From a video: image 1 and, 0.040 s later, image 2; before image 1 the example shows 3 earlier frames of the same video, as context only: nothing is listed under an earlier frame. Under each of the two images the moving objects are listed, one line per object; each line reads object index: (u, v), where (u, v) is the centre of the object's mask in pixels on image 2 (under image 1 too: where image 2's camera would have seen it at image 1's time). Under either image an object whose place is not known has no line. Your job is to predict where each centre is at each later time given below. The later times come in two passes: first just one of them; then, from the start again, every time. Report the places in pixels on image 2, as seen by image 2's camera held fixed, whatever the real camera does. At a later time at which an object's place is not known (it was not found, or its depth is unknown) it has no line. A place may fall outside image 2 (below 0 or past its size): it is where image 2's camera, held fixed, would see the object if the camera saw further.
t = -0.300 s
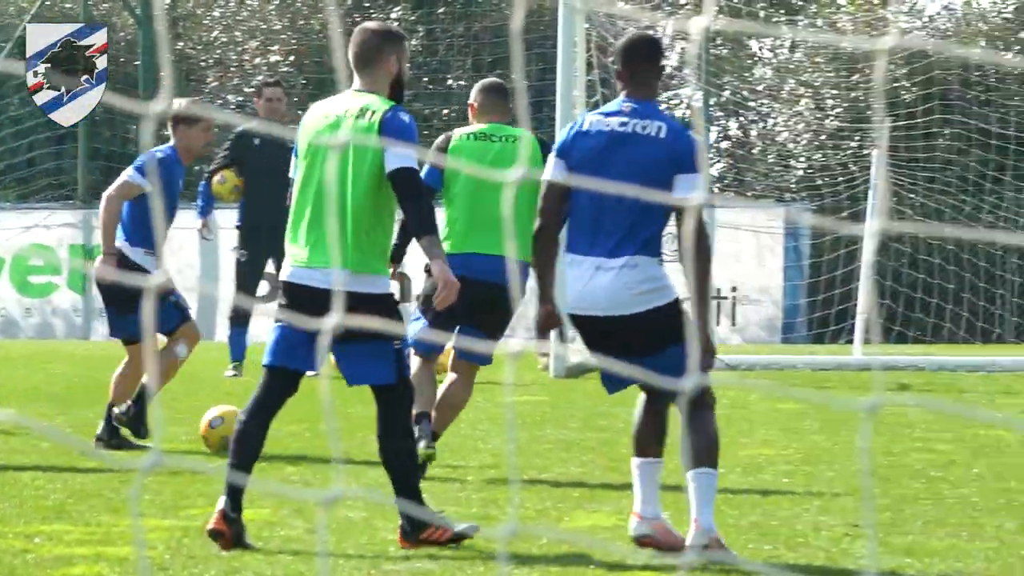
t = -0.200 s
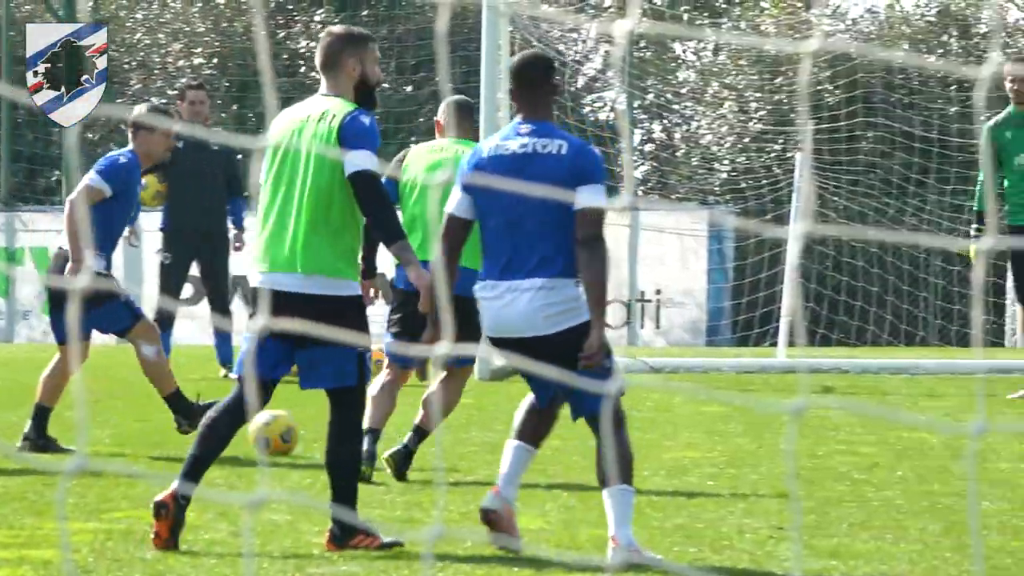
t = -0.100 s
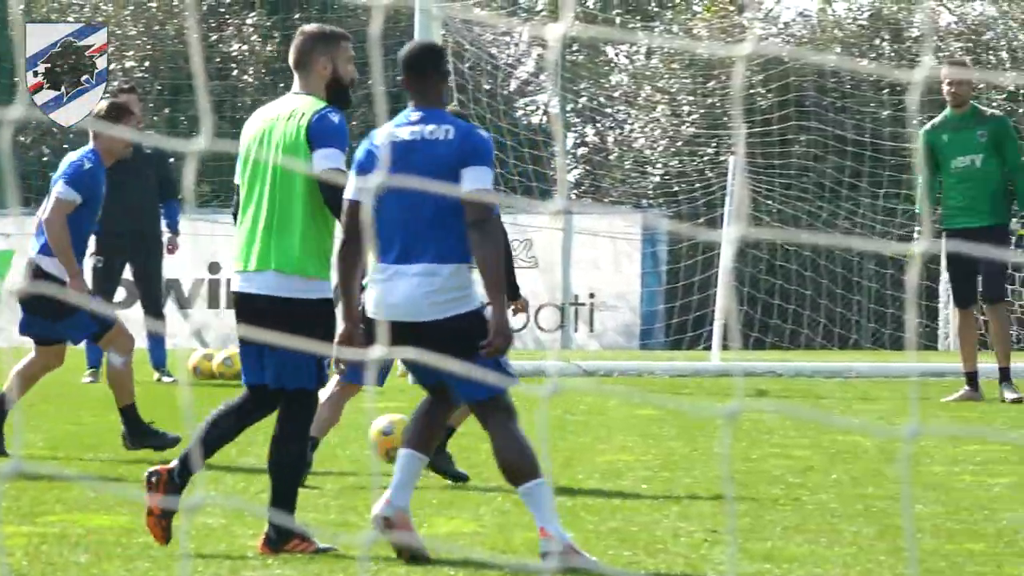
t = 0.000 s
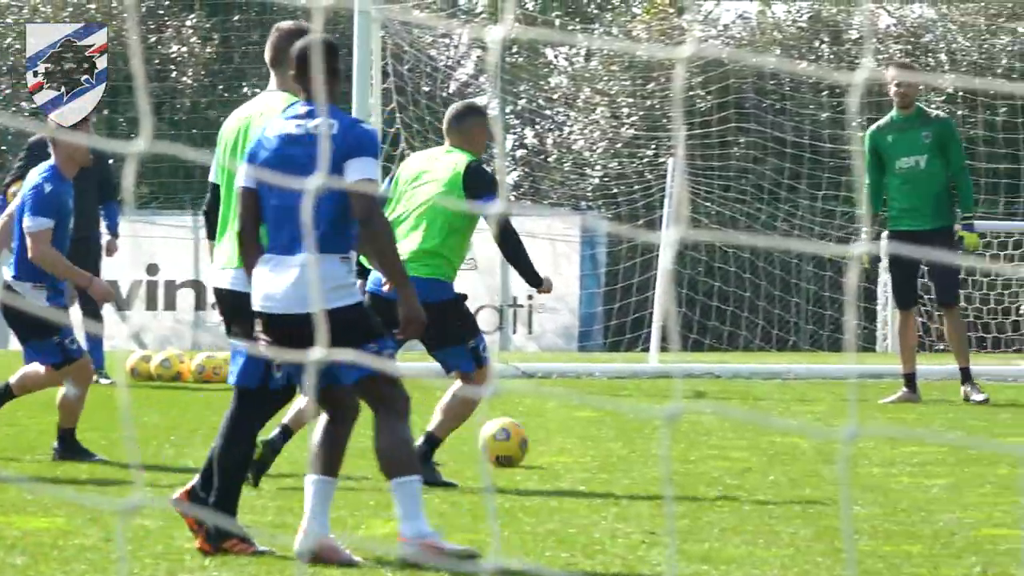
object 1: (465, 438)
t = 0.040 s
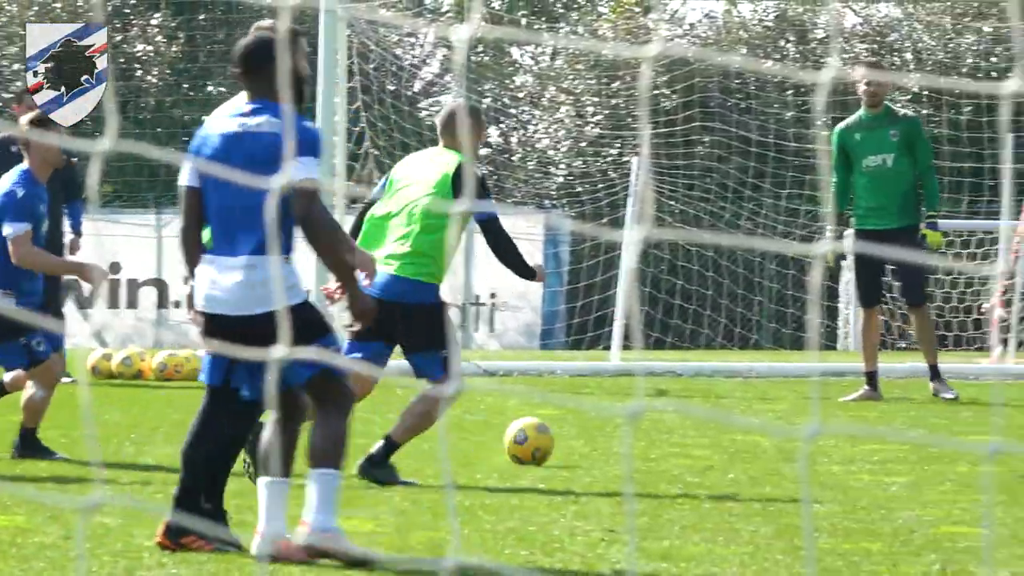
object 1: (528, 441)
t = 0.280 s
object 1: (872, 448)
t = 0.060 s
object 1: (561, 443)
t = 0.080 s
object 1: (592, 446)
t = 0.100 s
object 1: (621, 445)
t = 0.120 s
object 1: (650, 444)
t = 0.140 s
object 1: (677, 443)
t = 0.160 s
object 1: (706, 443)
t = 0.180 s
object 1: (733, 444)
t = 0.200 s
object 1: (762, 445)
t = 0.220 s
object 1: (790, 448)
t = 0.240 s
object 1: (818, 449)
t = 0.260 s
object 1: (845, 448)
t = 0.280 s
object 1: (872, 448)
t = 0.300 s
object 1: (899, 447)
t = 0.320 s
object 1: (927, 449)
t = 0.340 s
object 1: (954, 451)
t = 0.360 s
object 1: (978, 454)
